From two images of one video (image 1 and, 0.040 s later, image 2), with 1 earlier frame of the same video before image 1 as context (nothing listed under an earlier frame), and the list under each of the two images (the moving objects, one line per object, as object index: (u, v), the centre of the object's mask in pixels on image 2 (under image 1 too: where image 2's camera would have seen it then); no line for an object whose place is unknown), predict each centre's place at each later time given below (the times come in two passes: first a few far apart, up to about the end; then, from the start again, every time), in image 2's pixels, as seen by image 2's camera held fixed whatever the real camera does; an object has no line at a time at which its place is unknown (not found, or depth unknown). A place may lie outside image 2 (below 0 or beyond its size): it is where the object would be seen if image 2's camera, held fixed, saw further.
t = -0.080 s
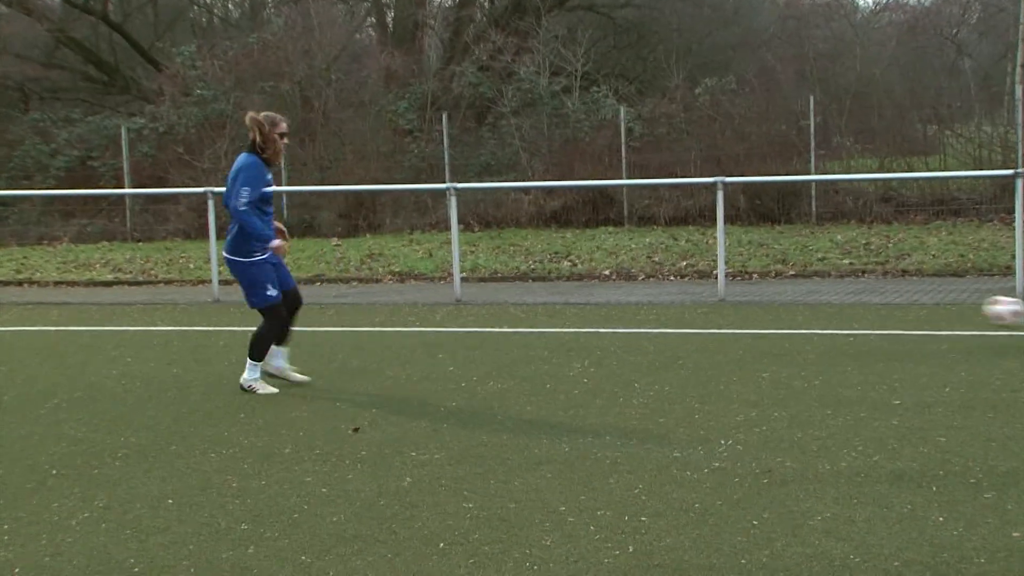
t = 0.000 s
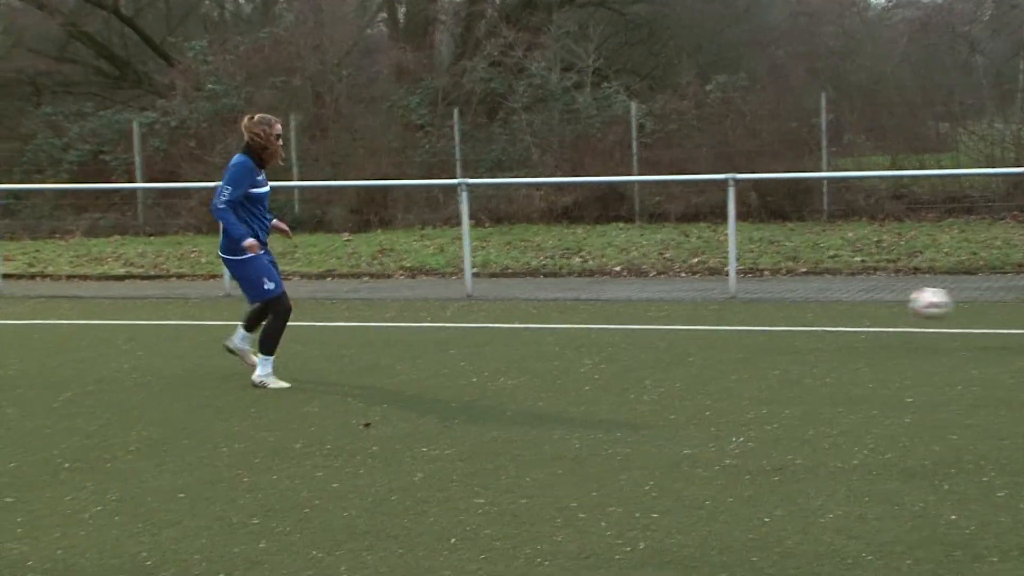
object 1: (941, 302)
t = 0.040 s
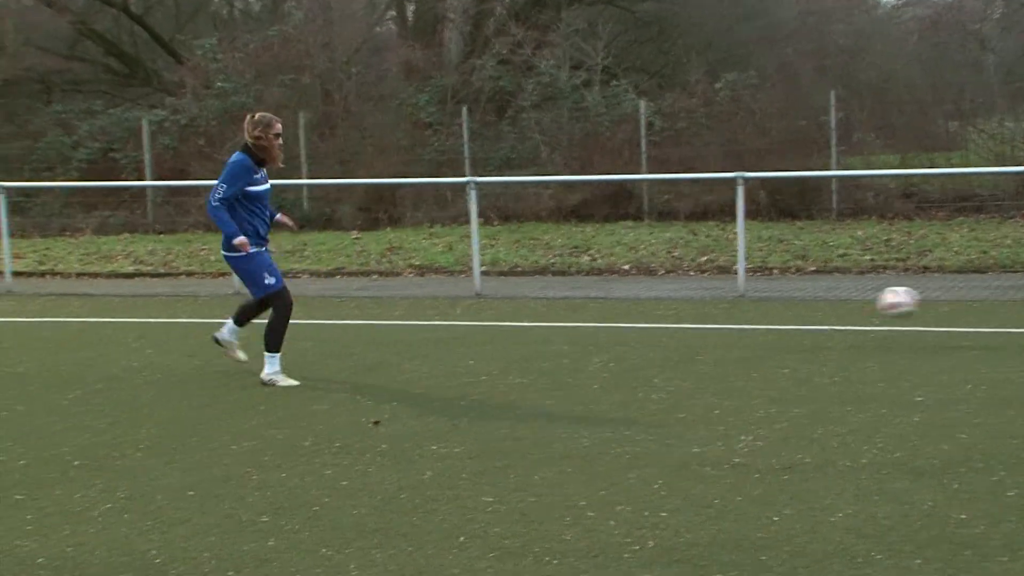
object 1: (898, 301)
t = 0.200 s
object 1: (734, 326)
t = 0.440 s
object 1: (538, 321)
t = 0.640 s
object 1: (401, 326)
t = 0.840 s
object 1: (283, 334)
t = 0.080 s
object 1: (856, 303)
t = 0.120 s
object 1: (814, 309)
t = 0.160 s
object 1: (774, 315)
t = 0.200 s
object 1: (734, 326)
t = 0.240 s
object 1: (698, 329)
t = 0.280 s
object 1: (665, 323)
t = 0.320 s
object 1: (633, 318)
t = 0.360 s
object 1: (602, 317)
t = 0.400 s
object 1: (570, 318)
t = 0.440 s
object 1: (538, 321)
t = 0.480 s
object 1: (507, 327)
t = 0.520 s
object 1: (476, 334)
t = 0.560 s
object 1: (451, 329)
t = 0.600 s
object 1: (426, 327)
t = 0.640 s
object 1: (401, 326)
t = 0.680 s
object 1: (376, 328)
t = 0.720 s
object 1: (352, 332)
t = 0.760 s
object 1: (327, 336)
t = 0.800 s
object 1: (305, 334)
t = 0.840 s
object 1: (283, 334)
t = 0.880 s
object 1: (260, 337)
